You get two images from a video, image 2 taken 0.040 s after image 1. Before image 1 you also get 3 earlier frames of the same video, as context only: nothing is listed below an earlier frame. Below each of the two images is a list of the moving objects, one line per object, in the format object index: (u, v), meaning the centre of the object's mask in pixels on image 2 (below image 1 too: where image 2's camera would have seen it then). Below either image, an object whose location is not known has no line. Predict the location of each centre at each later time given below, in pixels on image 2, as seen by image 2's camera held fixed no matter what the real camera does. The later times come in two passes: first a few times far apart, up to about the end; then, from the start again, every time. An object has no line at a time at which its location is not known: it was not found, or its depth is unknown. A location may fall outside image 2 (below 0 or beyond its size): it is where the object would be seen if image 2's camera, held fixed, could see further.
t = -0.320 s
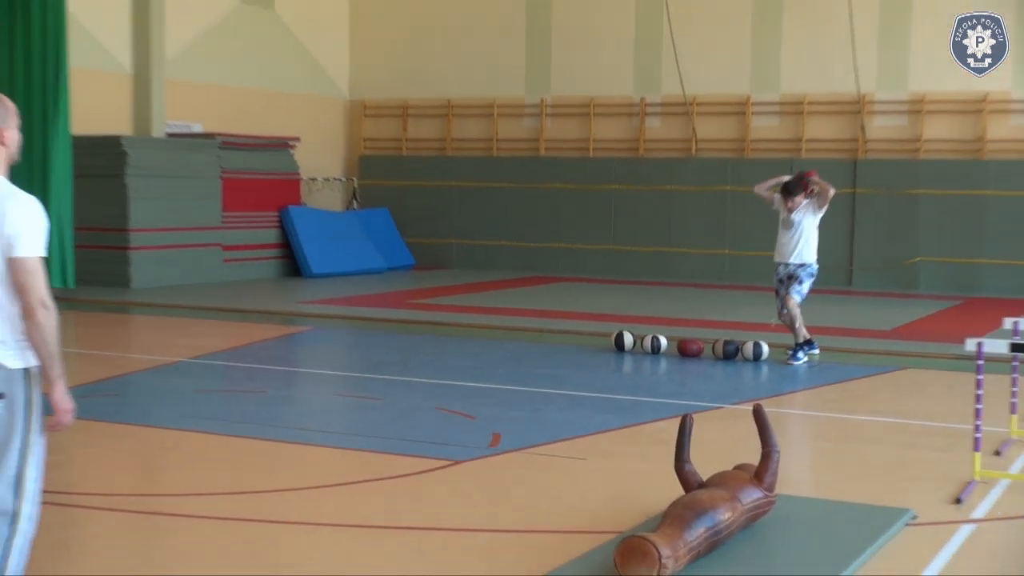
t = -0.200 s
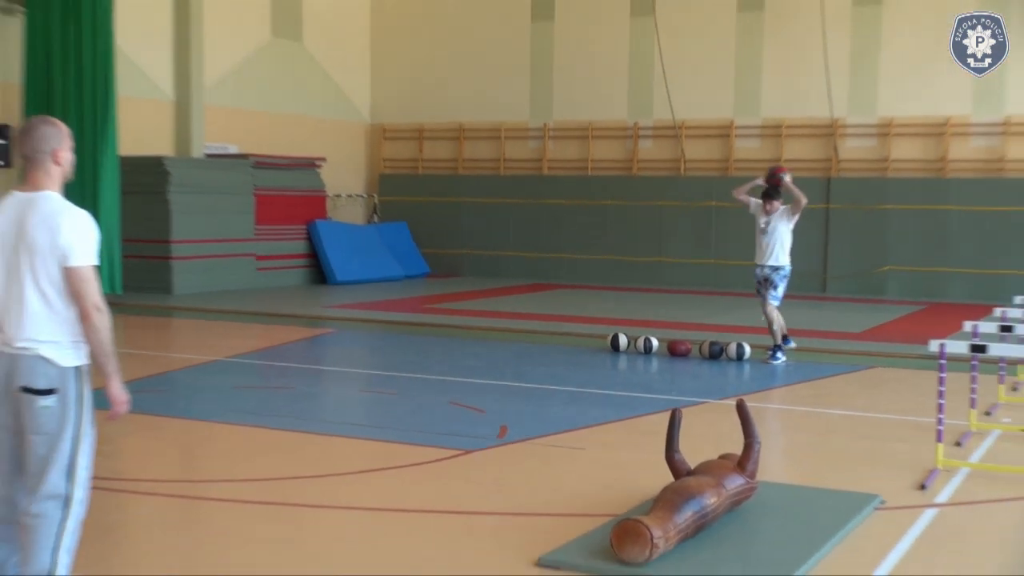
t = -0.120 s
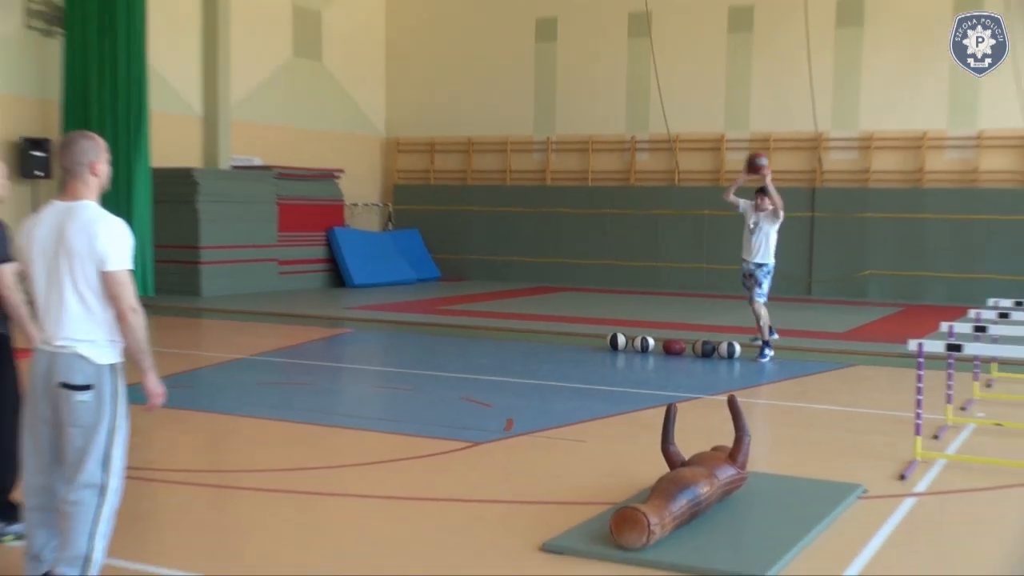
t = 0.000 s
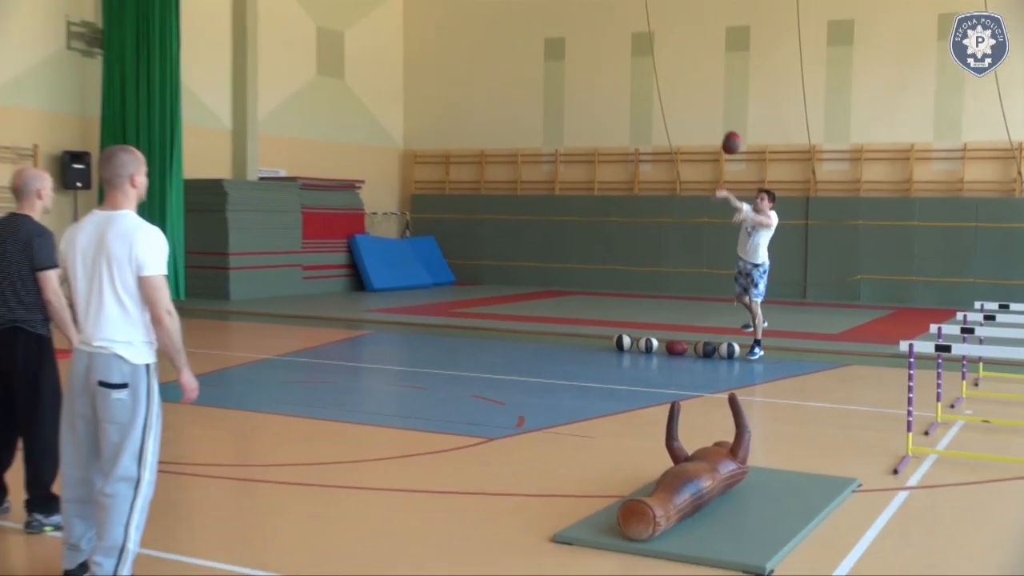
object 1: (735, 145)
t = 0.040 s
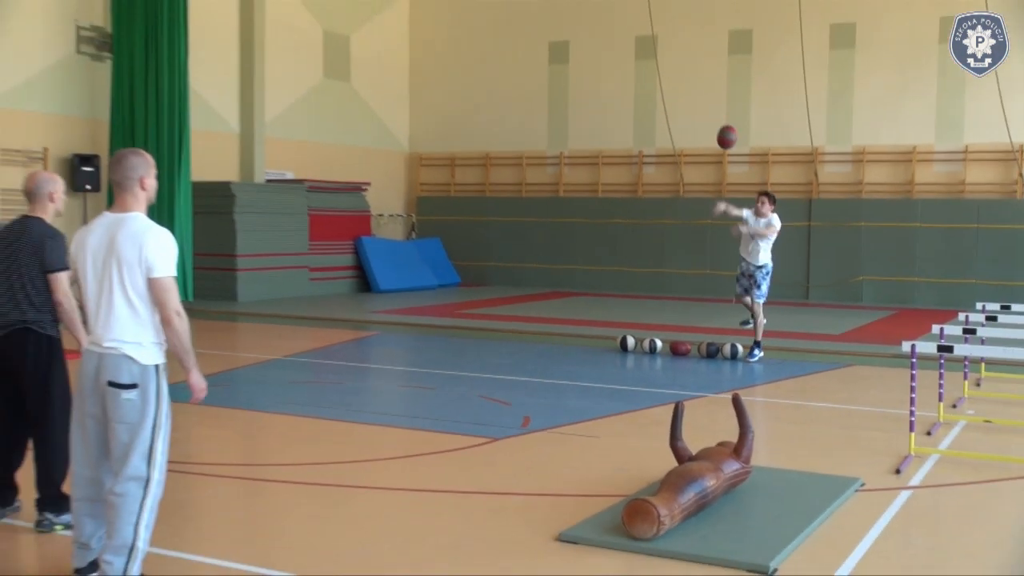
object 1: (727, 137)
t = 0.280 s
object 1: (675, 126)
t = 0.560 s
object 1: (599, 191)
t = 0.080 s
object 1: (718, 130)
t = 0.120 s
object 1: (710, 126)
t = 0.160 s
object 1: (702, 123)
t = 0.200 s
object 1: (693, 122)
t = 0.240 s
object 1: (684, 123)
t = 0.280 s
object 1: (675, 126)
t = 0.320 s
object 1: (666, 129)
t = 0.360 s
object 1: (656, 135)
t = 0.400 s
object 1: (646, 142)
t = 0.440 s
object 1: (635, 151)
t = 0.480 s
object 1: (623, 161)
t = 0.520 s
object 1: (611, 175)
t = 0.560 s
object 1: (599, 191)
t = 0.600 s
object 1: (587, 210)
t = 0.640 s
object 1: (574, 234)
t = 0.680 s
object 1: (560, 259)
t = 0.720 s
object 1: (543, 287)
